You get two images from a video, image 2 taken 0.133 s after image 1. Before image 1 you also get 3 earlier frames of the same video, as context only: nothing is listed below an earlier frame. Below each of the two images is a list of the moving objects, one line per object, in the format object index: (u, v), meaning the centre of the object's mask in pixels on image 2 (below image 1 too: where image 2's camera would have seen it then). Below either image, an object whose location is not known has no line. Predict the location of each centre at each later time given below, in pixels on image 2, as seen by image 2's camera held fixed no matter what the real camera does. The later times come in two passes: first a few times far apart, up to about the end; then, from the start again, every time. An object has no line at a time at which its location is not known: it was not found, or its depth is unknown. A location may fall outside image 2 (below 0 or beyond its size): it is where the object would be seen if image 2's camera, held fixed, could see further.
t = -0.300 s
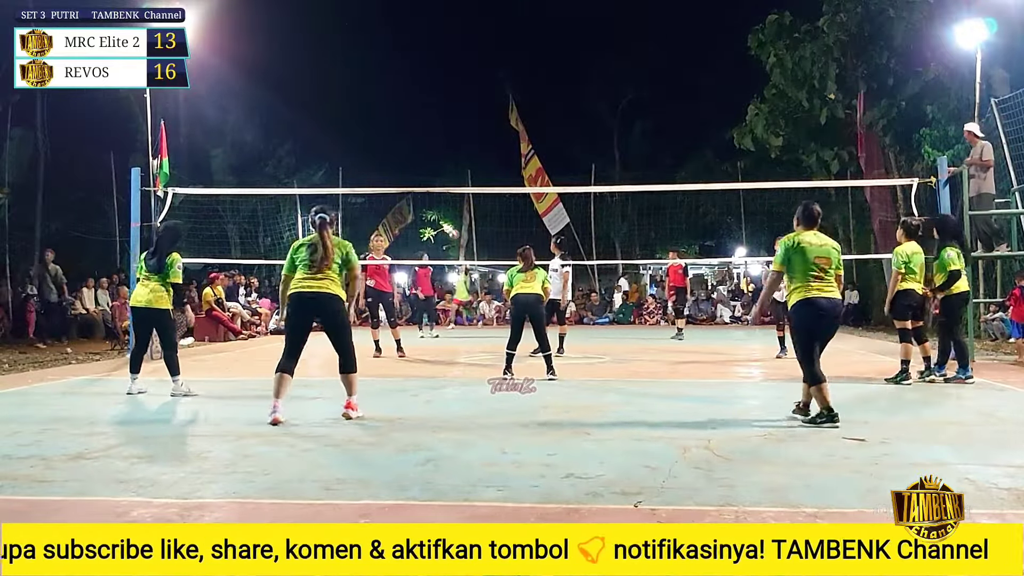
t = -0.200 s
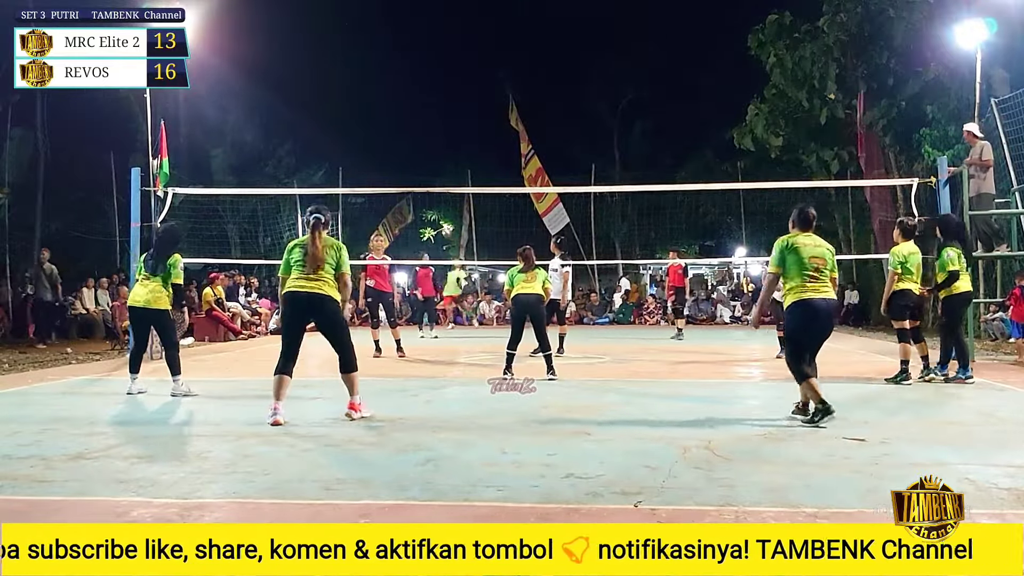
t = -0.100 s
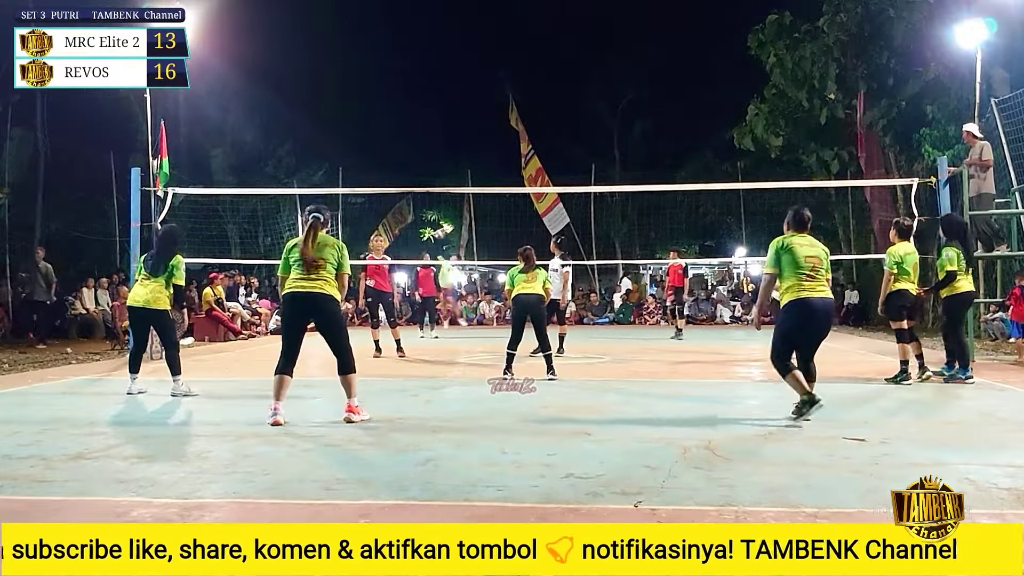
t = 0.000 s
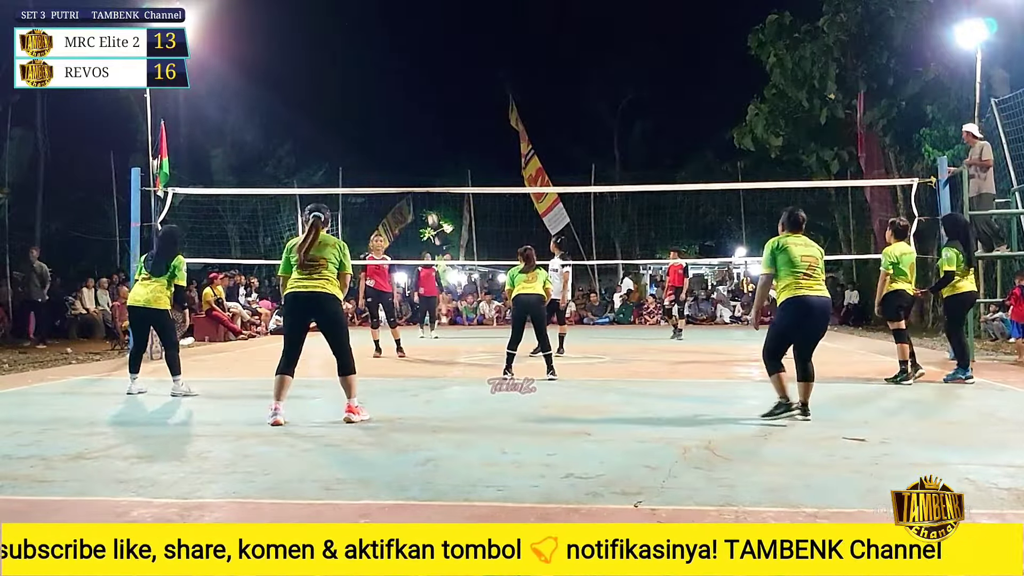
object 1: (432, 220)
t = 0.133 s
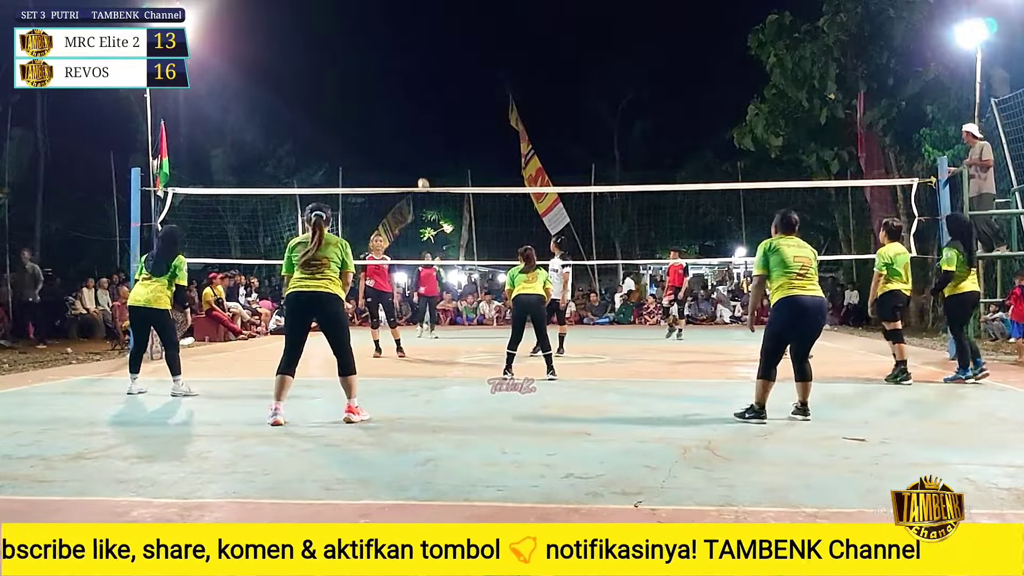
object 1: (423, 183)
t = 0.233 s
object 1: (415, 159)
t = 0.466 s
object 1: (395, 107)
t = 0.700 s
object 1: (370, 72)
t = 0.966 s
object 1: (335, 69)
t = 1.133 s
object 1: (305, 107)
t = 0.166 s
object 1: (421, 176)
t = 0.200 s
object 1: (418, 167)
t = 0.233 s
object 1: (415, 159)
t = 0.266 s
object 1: (412, 151)
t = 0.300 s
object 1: (410, 143)
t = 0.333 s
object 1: (407, 136)
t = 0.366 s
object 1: (404, 128)
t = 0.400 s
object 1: (401, 121)
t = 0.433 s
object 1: (398, 114)
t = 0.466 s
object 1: (395, 107)
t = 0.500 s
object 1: (392, 101)
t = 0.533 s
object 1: (389, 95)
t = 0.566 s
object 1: (385, 90)
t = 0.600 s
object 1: (382, 84)
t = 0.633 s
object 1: (378, 80)
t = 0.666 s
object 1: (374, 76)
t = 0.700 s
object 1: (370, 72)
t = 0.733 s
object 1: (366, 69)
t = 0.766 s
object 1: (362, 66)
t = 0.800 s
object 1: (358, 64)
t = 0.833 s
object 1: (354, 63)
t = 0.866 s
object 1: (349, 63)
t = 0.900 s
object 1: (345, 64)
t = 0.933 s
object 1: (340, 66)
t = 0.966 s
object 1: (335, 69)
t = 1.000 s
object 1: (330, 74)
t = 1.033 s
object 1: (324, 80)
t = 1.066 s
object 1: (318, 88)
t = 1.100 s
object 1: (312, 97)
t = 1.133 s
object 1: (305, 107)
